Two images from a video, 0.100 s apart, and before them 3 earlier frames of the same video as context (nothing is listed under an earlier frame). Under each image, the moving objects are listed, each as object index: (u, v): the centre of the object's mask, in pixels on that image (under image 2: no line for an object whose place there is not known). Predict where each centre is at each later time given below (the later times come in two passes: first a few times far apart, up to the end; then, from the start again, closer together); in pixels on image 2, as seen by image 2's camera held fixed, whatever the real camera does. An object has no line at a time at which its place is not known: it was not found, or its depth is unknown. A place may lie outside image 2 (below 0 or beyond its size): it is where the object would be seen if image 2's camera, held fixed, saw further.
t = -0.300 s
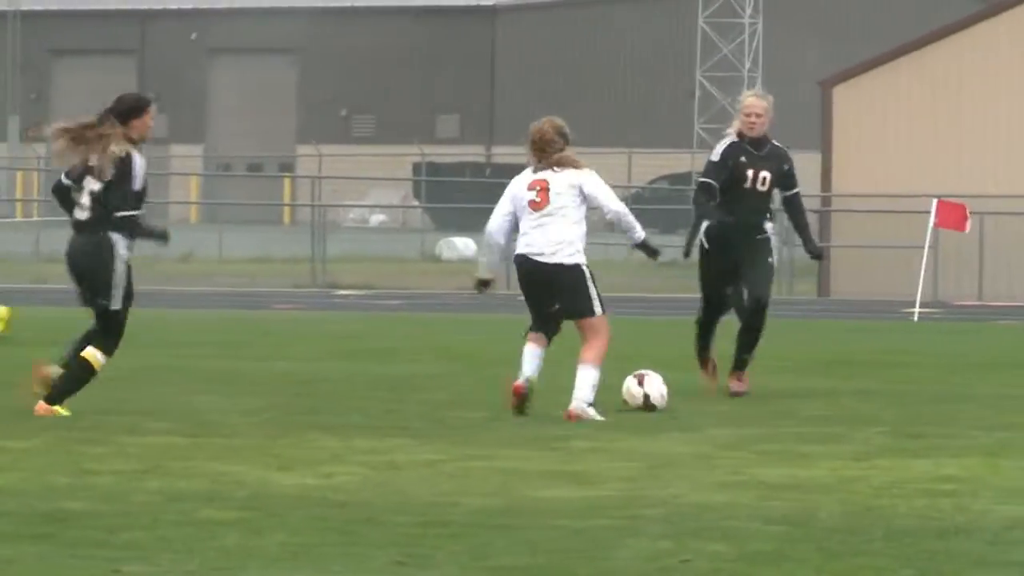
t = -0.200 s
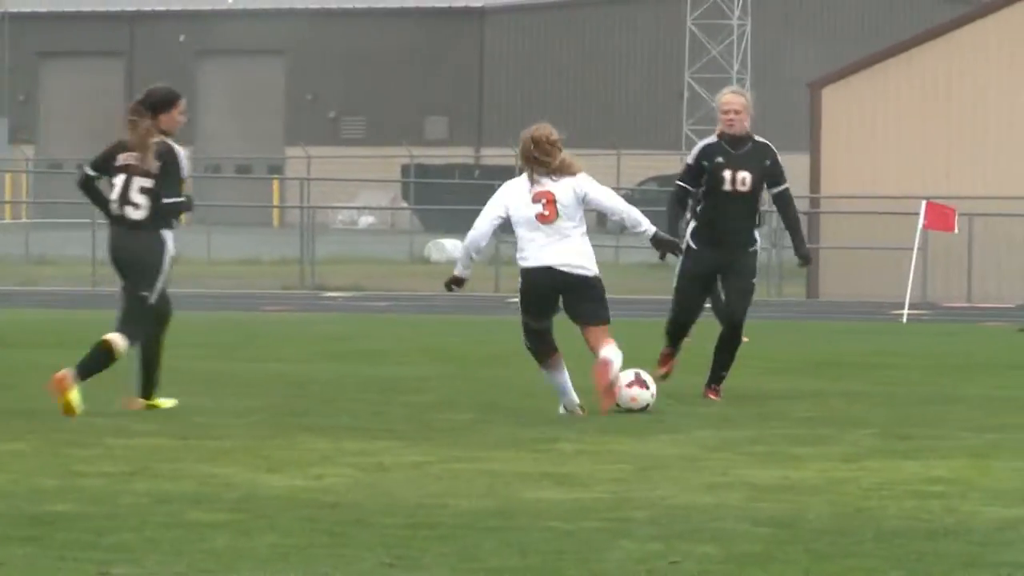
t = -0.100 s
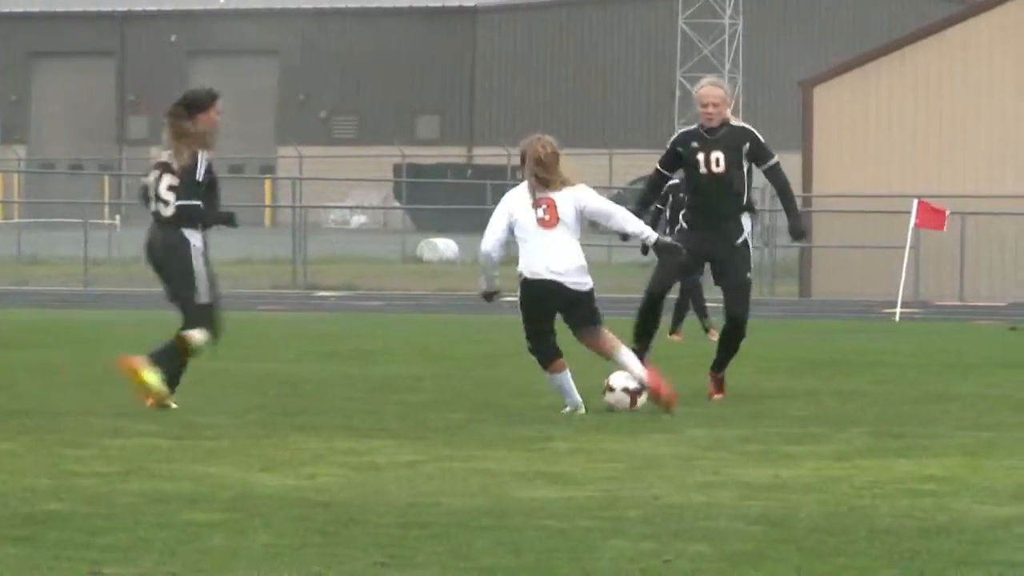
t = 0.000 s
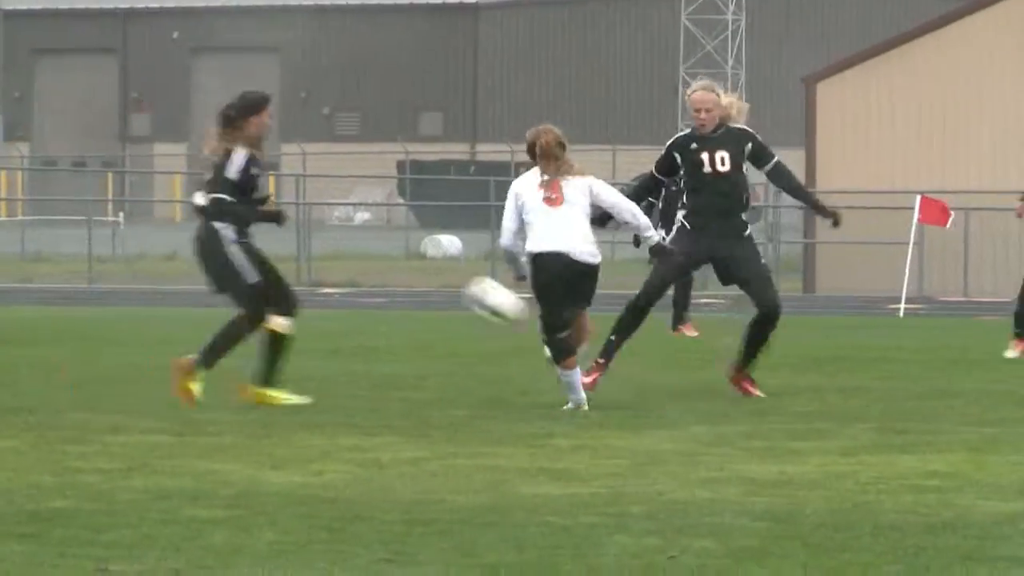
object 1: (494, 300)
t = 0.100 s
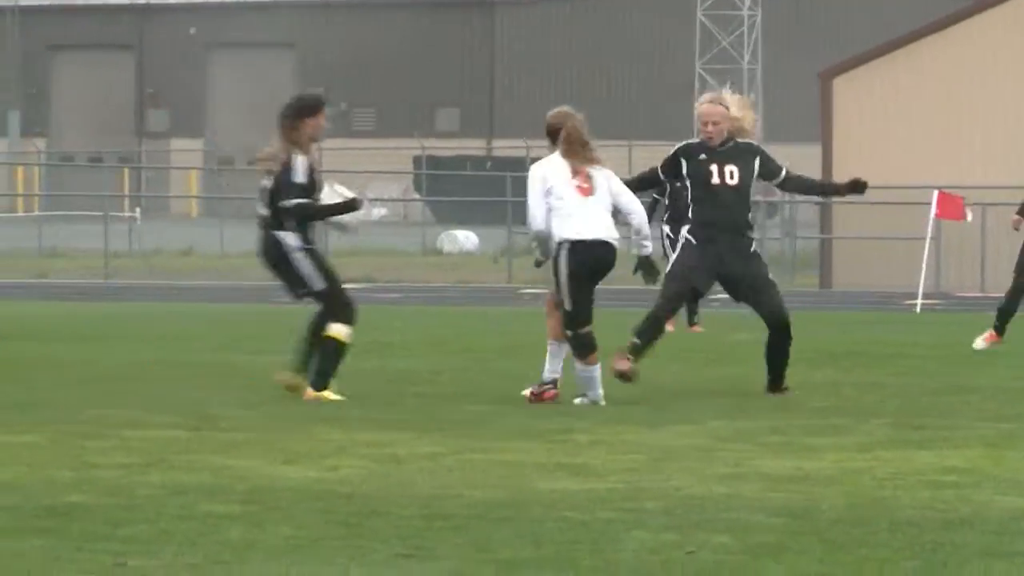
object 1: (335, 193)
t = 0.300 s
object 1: (24, 77)
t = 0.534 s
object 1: (-304, -10)
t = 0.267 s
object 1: (70, 95)
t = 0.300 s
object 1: (24, 77)
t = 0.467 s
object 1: (-203, 5)
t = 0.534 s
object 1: (-304, -10)
